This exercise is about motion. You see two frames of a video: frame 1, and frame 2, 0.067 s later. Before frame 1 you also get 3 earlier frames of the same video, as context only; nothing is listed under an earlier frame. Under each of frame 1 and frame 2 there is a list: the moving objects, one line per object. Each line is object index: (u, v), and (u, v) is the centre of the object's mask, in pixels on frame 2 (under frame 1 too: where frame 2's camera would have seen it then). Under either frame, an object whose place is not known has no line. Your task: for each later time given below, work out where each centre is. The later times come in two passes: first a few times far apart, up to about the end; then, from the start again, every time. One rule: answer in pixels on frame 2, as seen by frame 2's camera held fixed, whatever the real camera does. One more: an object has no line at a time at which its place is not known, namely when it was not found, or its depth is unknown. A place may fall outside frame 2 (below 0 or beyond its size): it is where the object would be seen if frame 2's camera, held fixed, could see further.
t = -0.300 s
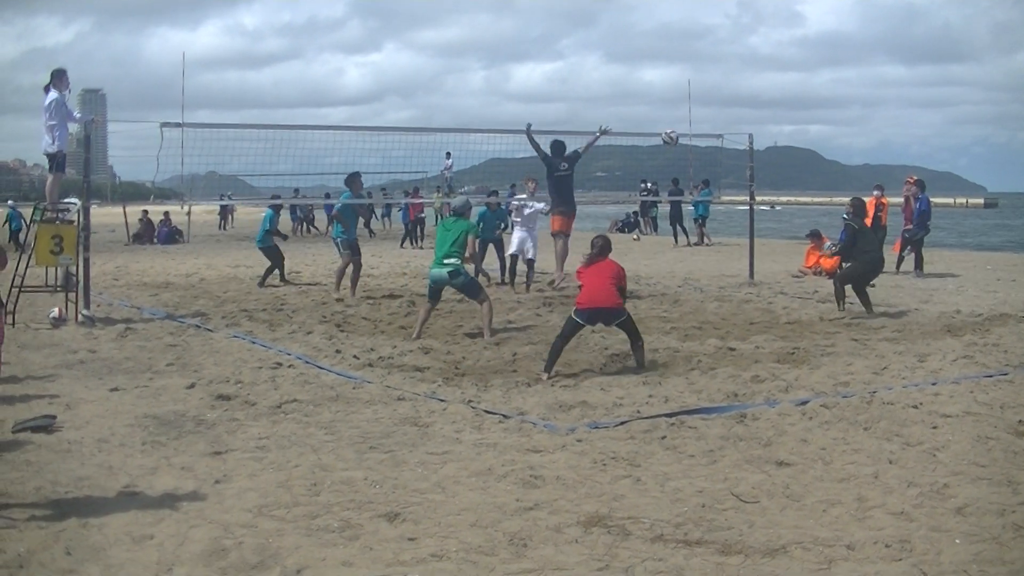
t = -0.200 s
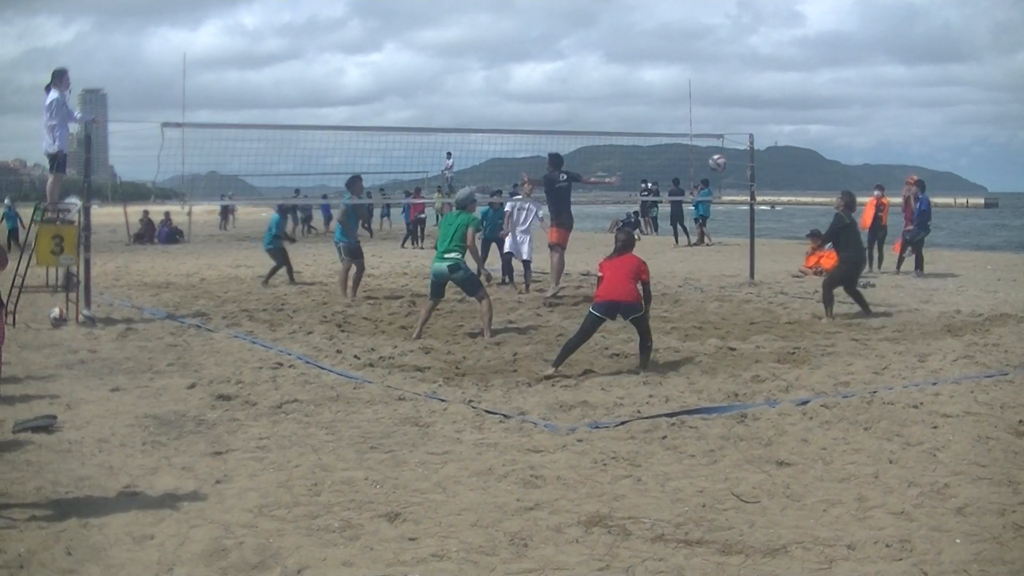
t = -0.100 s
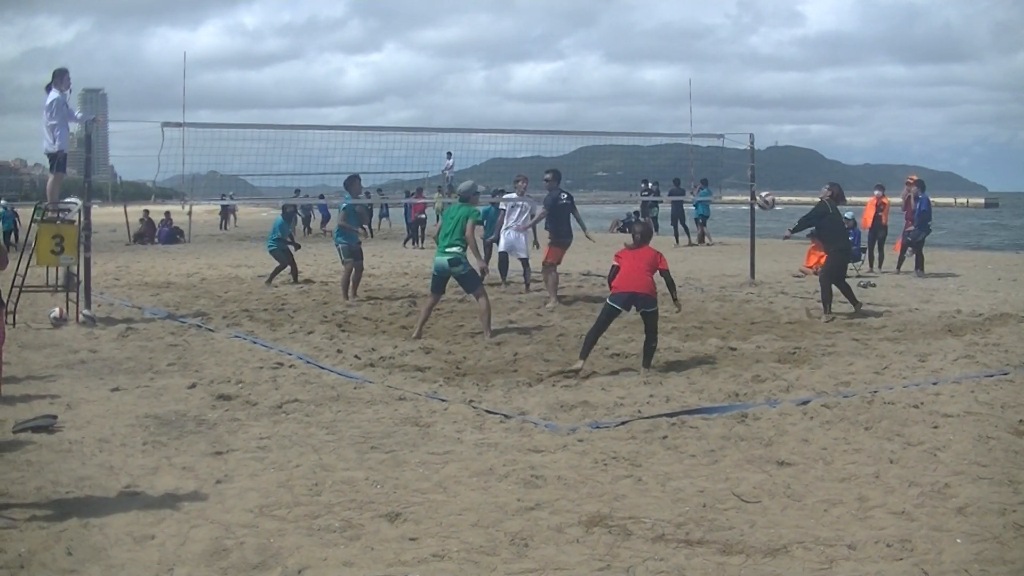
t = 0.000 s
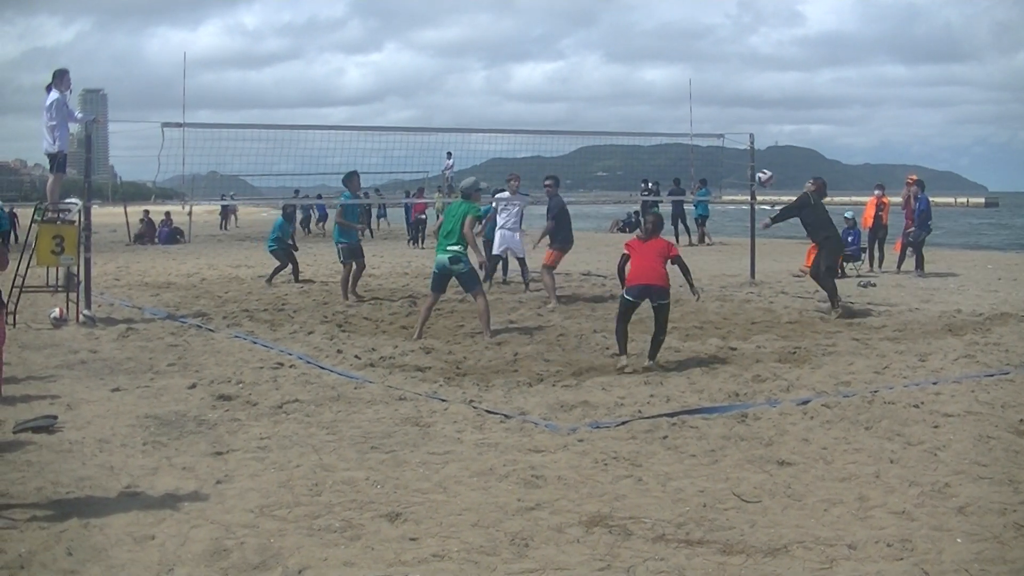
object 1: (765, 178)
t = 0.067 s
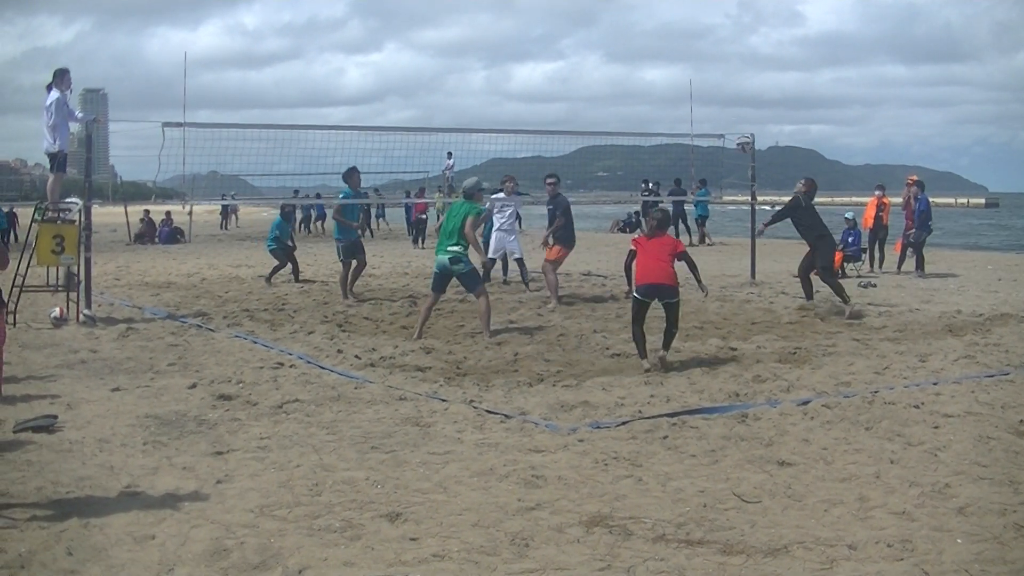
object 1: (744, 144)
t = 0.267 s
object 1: (686, 63)
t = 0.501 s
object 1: (620, 14)
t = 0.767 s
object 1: (552, 13)
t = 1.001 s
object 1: (492, 55)
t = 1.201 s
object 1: (446, 119)
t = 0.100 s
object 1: (734, 128)
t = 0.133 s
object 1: (724, 112)
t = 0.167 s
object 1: (715, 98)
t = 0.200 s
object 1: (705, 85)
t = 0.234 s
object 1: (695, 73)
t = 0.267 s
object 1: (686, 63)
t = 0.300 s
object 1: (676, 53)
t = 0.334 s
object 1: (666, 44)
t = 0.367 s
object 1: (657, 35)
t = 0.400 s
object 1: (648, 28)
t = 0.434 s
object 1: (639, 23)
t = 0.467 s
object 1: (630, 18)
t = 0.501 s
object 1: (620, 14)
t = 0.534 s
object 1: (612, 11)
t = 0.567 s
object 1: (603, 10)
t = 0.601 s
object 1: (594, 9)
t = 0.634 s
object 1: (586, 9)
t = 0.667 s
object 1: (577, 10)
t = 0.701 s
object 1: (569, 10)
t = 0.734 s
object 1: (560, 11)
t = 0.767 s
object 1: (552, 13)
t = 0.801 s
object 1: (543, 16)
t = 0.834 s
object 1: (535, 21)
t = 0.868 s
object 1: (526, 26)
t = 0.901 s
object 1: (518, 32)
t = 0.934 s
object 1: (509, 39)
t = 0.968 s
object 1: (501, 46)
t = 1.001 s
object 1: (492, 55)
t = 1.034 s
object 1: (485, 64)
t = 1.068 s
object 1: (477, 73)
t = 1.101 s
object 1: (469, 83)
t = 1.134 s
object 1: (461, 95)
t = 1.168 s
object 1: (453, 107)
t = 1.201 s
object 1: (446, 119)
